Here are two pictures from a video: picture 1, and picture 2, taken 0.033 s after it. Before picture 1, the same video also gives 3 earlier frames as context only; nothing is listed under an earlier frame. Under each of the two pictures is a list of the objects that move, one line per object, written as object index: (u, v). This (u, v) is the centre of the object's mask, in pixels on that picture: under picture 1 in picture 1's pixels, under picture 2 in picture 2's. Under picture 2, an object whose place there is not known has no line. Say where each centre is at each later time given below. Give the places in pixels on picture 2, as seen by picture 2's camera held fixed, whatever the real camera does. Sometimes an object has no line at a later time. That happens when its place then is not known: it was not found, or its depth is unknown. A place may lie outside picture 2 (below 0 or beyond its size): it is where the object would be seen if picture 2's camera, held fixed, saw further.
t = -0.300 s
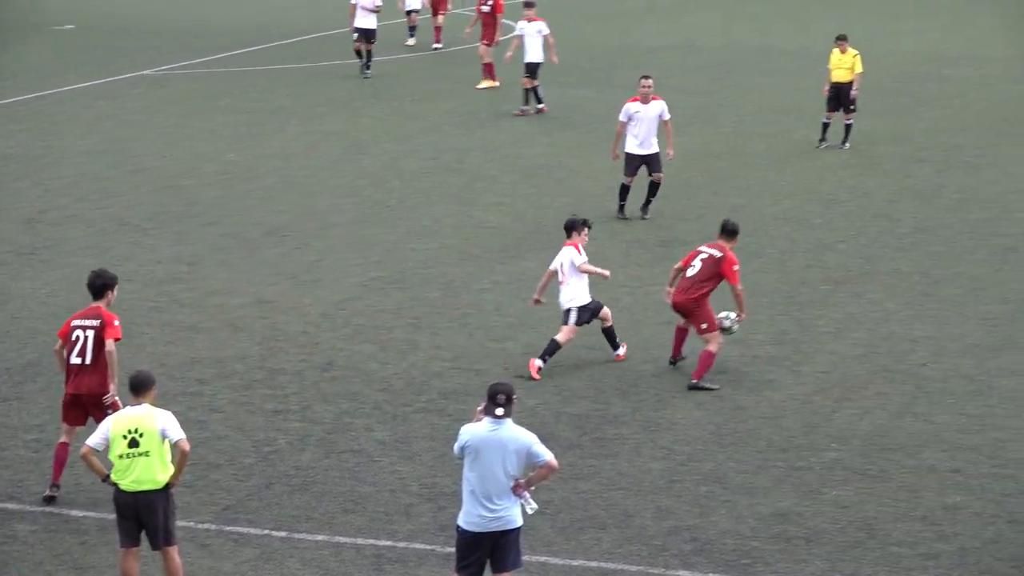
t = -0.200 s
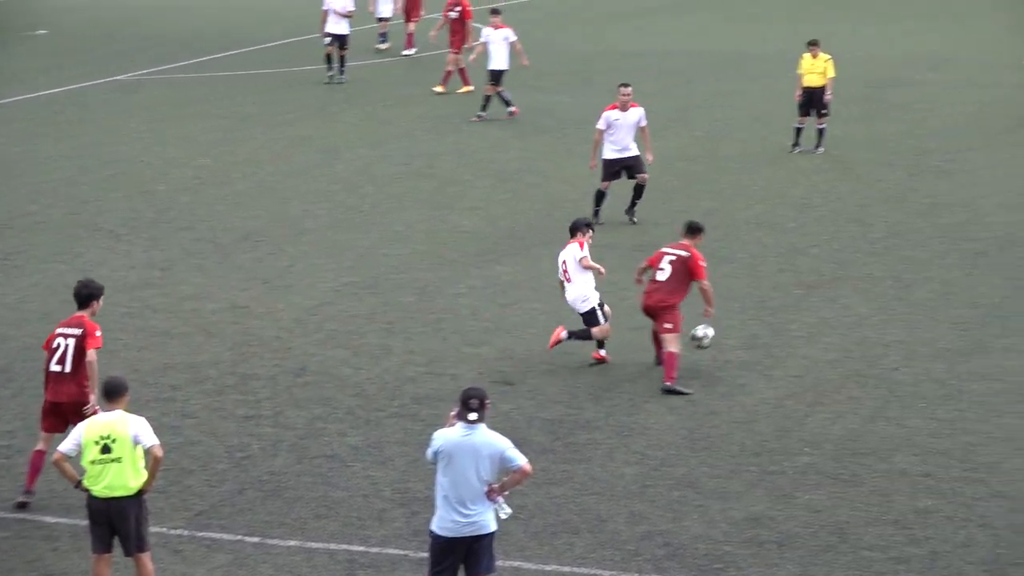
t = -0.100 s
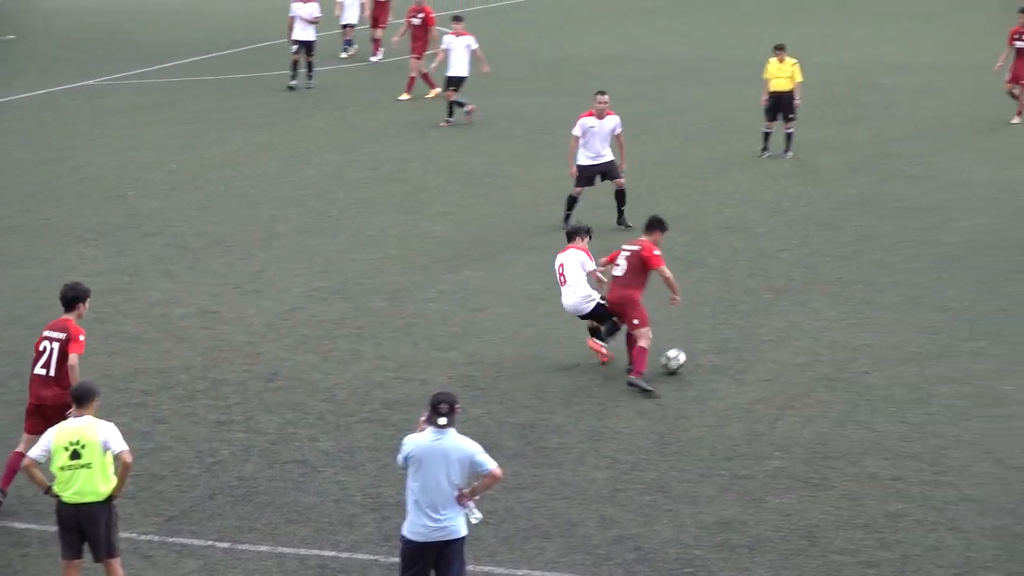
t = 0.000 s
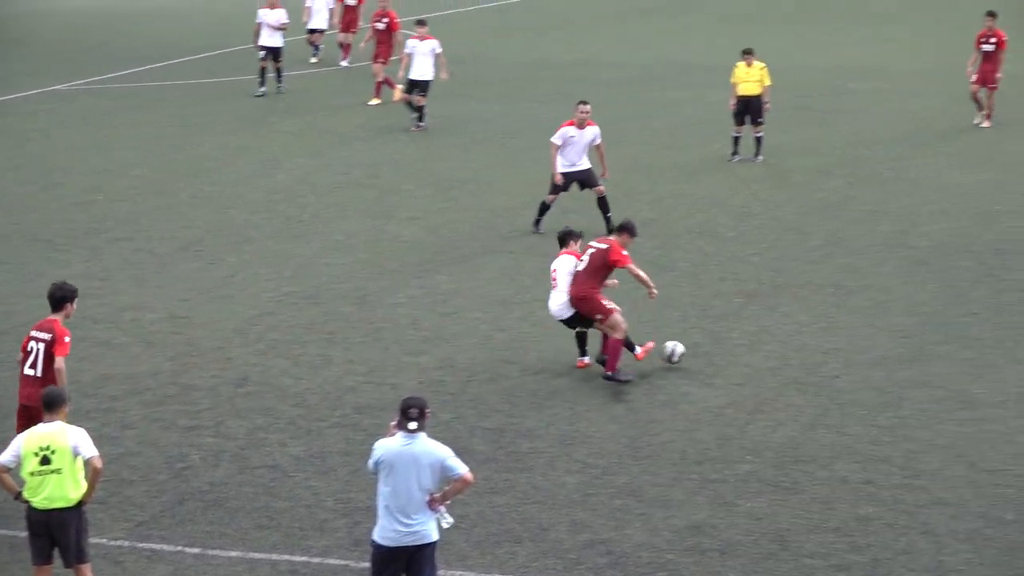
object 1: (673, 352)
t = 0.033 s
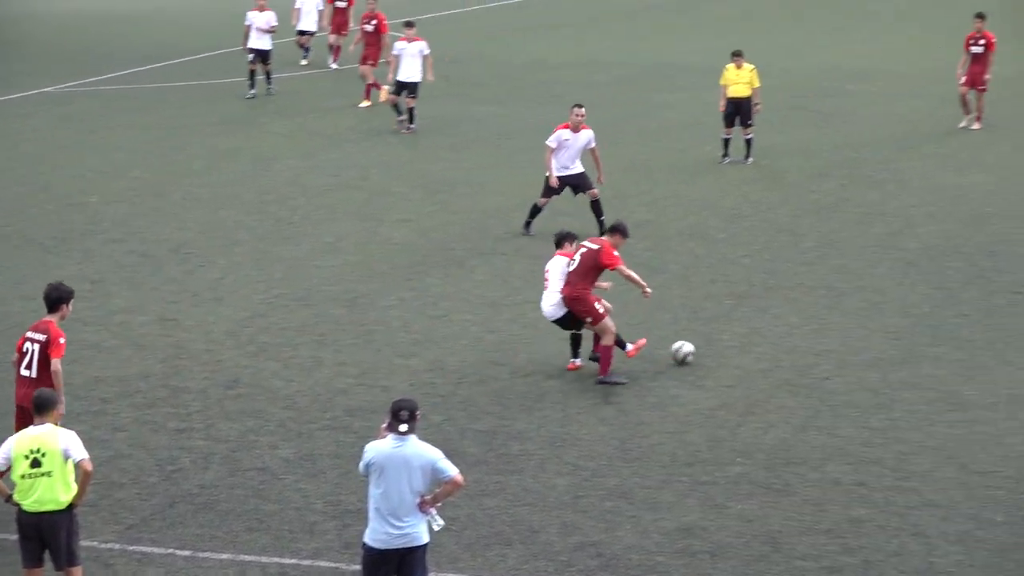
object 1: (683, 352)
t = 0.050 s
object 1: (691, 350)
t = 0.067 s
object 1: (700, 345)
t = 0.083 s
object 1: (708, 341)
